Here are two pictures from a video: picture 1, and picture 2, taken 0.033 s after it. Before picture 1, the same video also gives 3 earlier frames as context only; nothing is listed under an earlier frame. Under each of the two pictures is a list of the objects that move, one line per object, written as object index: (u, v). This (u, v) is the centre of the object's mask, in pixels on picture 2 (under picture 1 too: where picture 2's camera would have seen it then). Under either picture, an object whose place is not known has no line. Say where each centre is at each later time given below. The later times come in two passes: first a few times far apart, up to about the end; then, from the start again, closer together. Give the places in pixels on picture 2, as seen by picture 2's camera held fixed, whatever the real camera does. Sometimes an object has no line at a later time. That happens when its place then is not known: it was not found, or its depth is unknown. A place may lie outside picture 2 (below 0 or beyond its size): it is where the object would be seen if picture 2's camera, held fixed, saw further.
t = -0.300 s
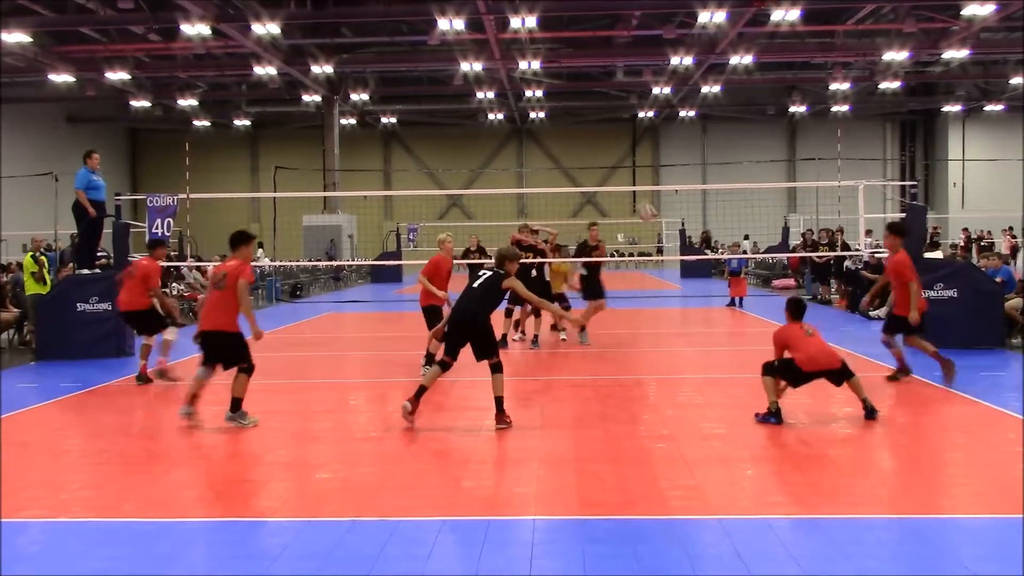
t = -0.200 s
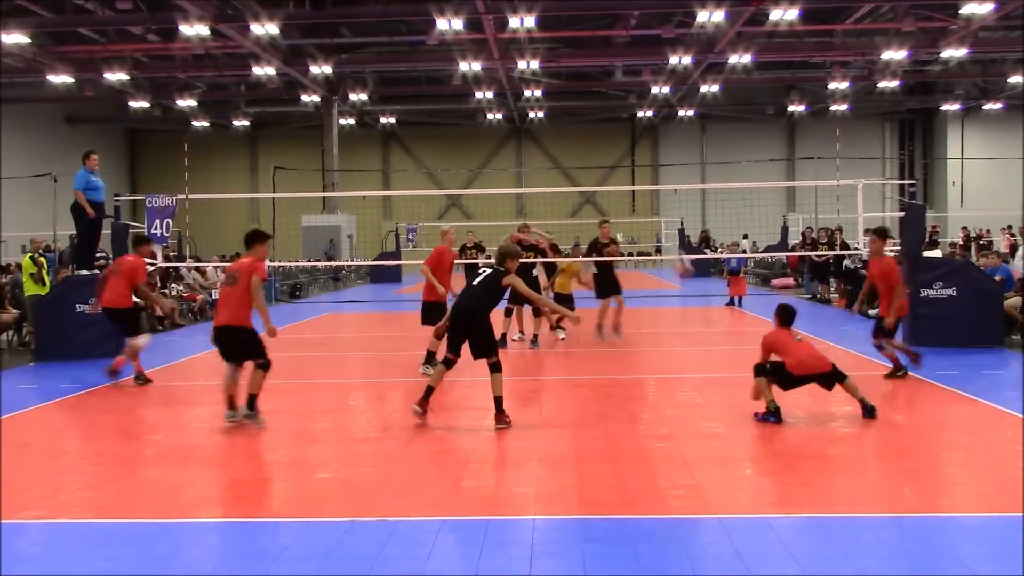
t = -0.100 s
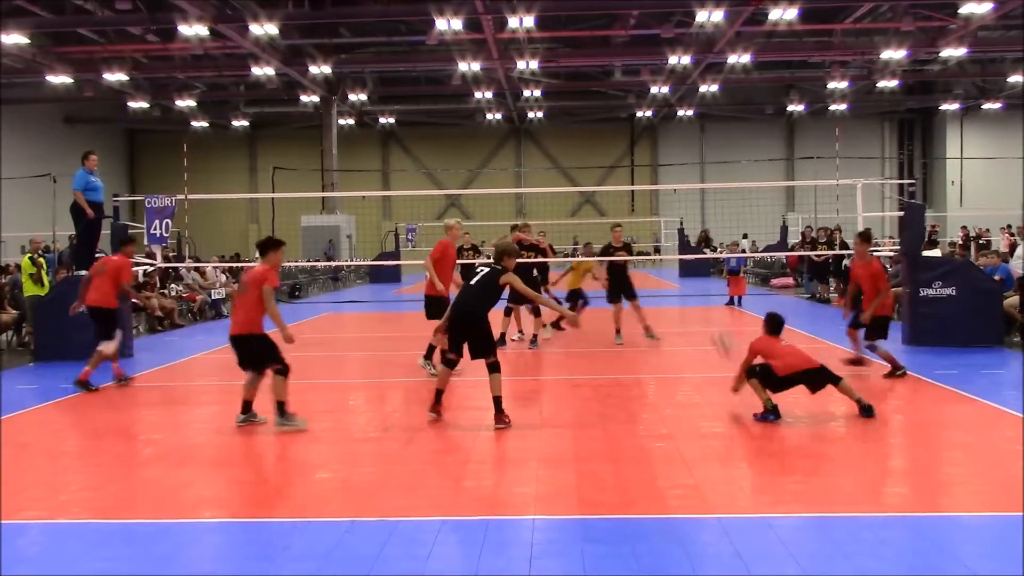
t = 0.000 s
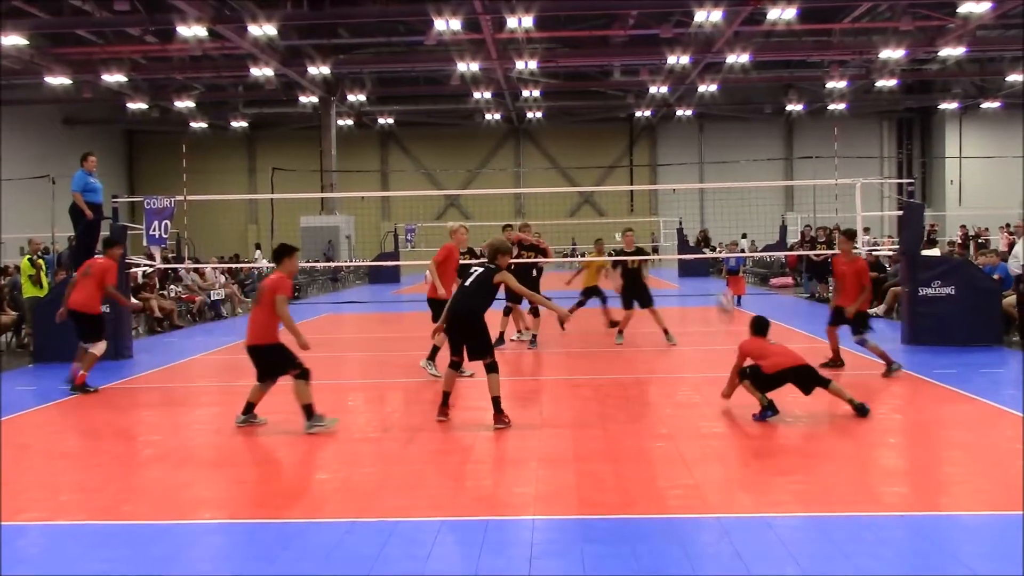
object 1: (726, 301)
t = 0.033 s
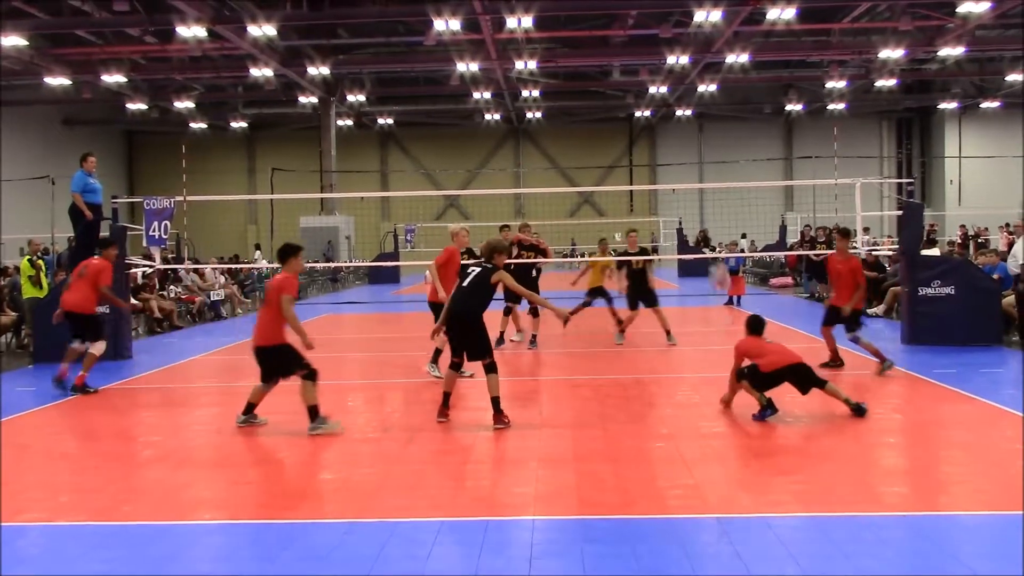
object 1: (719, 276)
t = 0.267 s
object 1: (691, 139)
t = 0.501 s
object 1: (665, 67)
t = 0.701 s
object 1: (649, 48)
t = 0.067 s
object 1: (716, 255)
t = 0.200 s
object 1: (699, 172)
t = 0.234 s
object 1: (693, 156)
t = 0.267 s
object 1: (691, 139)
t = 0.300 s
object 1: (686, 127)
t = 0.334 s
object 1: (682, 112)
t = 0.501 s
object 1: (665, 67)
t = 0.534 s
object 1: (663, 60)
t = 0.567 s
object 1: (660, 56)
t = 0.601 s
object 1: (658, 54)
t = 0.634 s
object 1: (655, 52)
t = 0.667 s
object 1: (651, 48)
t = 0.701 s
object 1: (649, 48)
